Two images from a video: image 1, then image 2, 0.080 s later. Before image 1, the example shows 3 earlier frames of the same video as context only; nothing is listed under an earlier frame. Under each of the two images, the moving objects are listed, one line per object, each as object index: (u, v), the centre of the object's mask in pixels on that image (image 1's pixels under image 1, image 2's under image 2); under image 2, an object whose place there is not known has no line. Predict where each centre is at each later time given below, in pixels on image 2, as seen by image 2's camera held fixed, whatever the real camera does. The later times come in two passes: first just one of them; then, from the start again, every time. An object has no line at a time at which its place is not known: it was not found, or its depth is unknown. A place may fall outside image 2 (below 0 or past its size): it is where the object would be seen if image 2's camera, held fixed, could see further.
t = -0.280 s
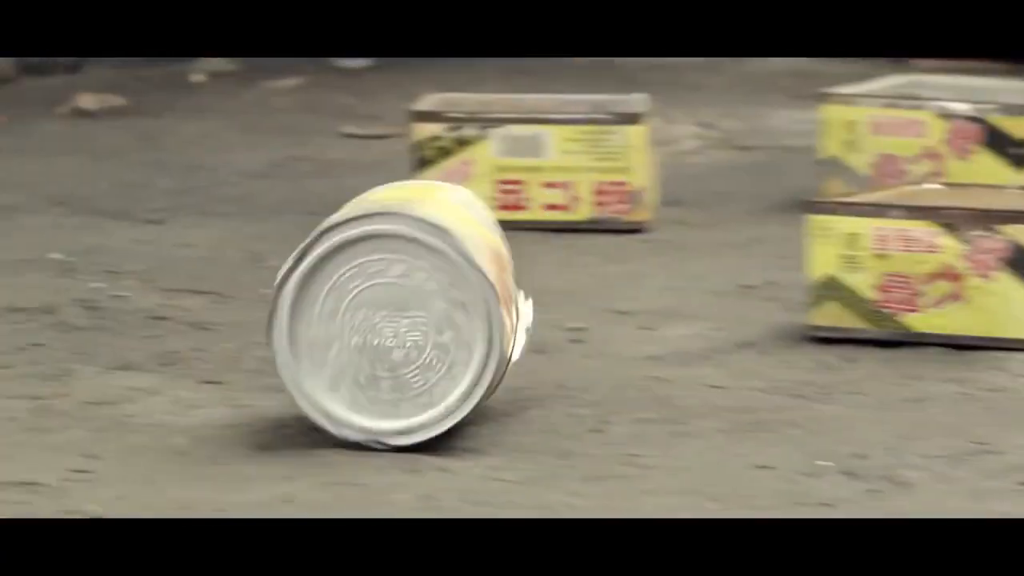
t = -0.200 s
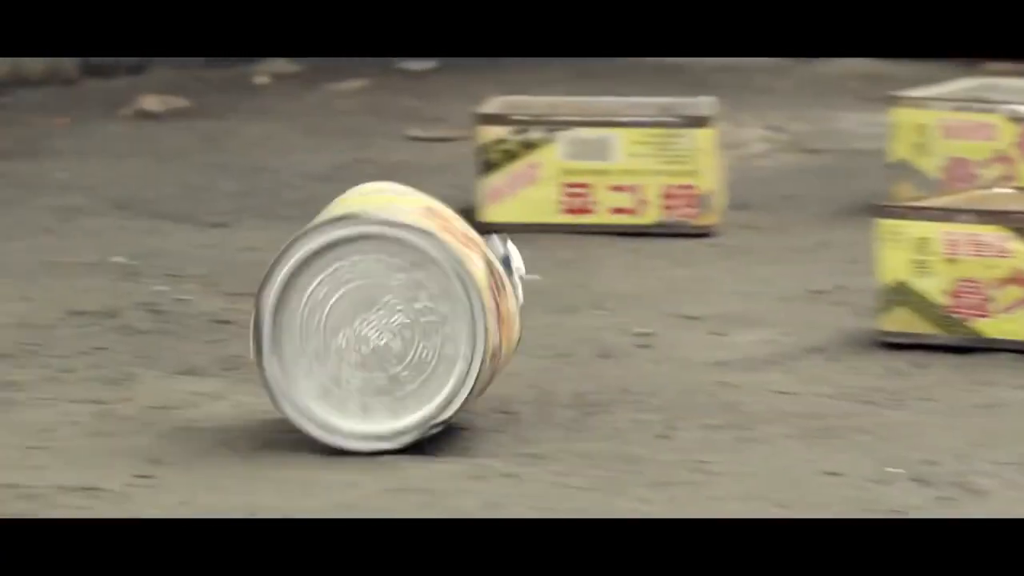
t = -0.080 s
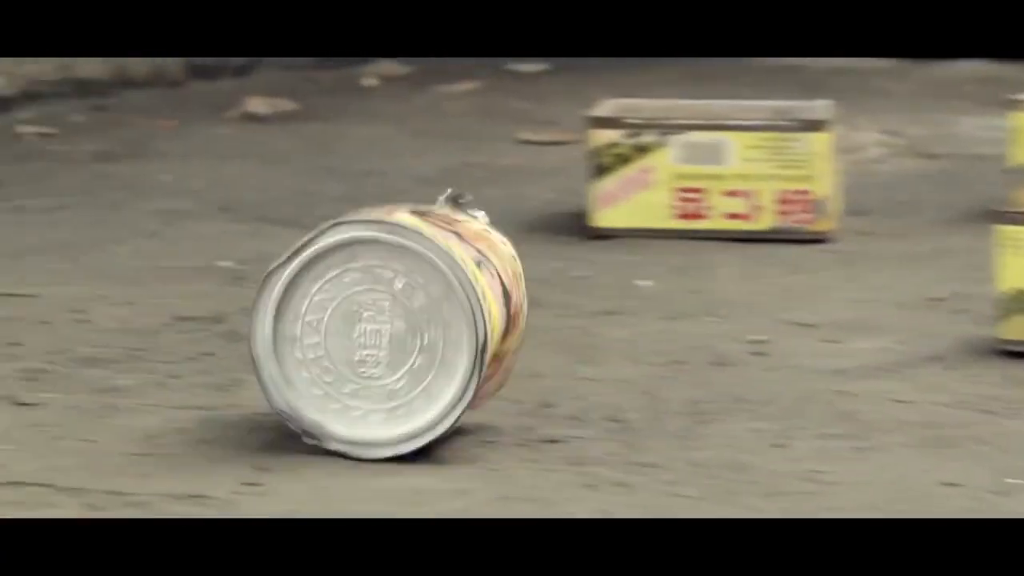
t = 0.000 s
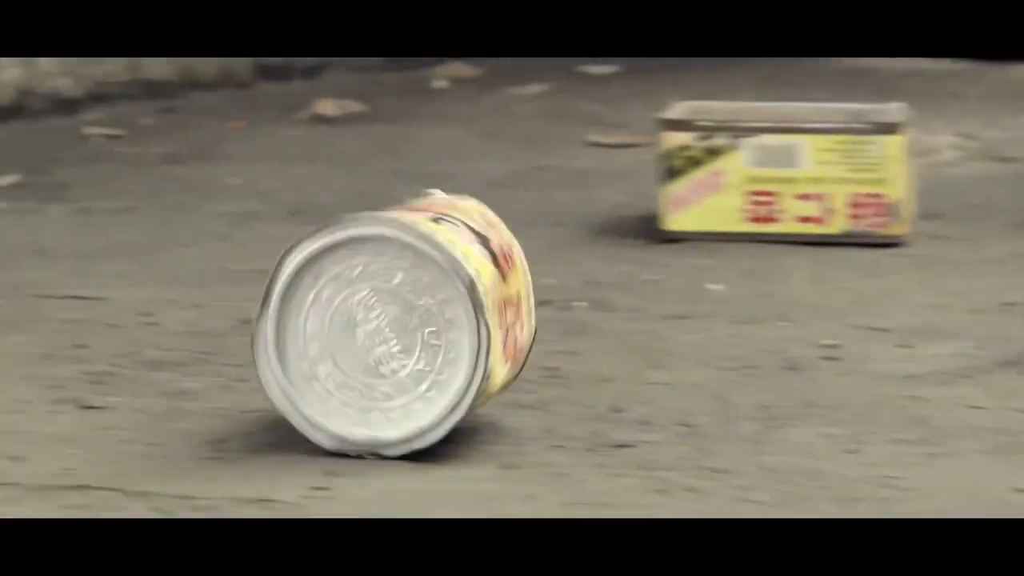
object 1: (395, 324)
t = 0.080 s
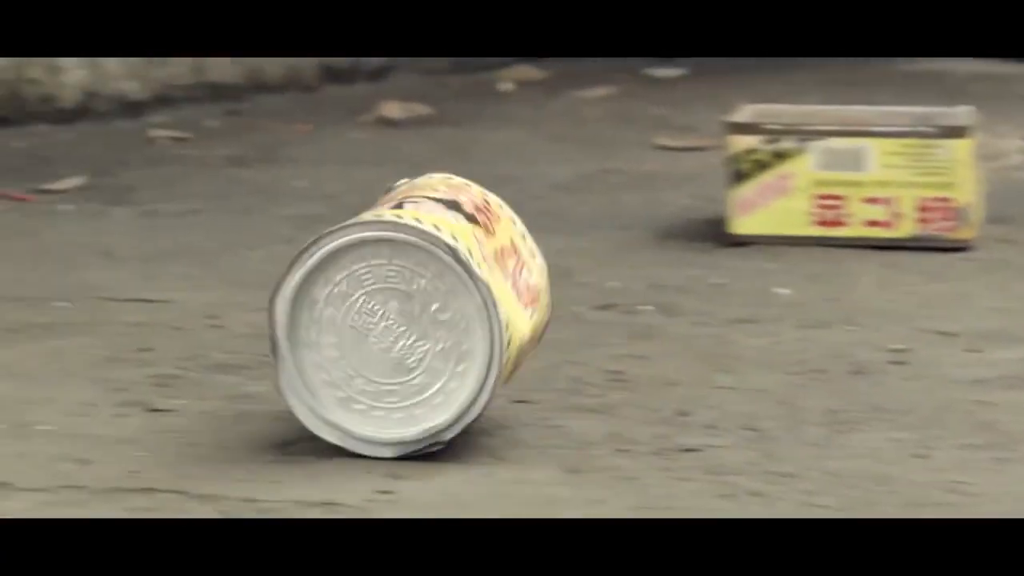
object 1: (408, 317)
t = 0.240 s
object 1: (316, 314)
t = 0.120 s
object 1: (384, 316)
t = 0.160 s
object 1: (361, 315)
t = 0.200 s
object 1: (337, 316)
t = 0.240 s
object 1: (316, 314)
